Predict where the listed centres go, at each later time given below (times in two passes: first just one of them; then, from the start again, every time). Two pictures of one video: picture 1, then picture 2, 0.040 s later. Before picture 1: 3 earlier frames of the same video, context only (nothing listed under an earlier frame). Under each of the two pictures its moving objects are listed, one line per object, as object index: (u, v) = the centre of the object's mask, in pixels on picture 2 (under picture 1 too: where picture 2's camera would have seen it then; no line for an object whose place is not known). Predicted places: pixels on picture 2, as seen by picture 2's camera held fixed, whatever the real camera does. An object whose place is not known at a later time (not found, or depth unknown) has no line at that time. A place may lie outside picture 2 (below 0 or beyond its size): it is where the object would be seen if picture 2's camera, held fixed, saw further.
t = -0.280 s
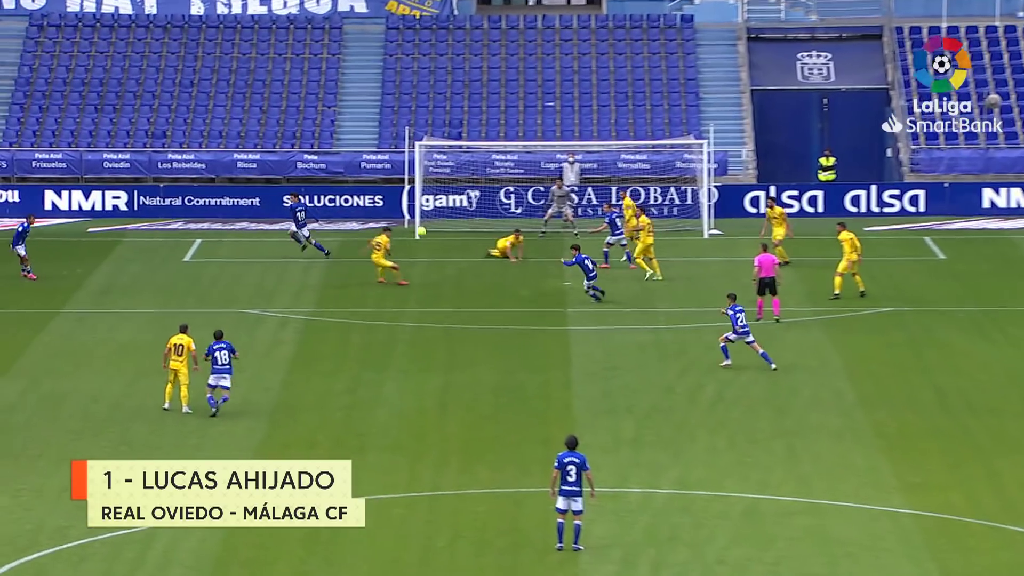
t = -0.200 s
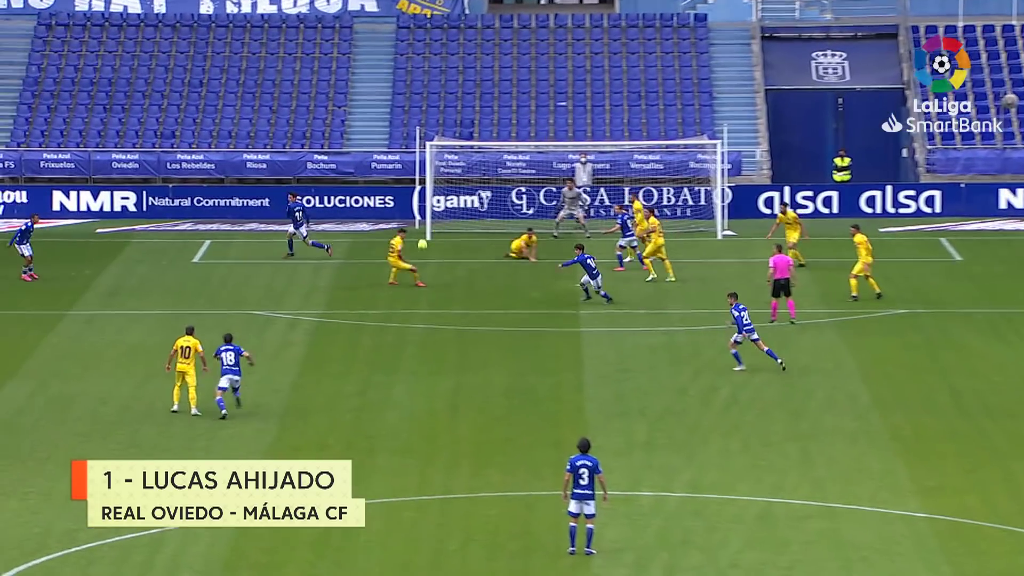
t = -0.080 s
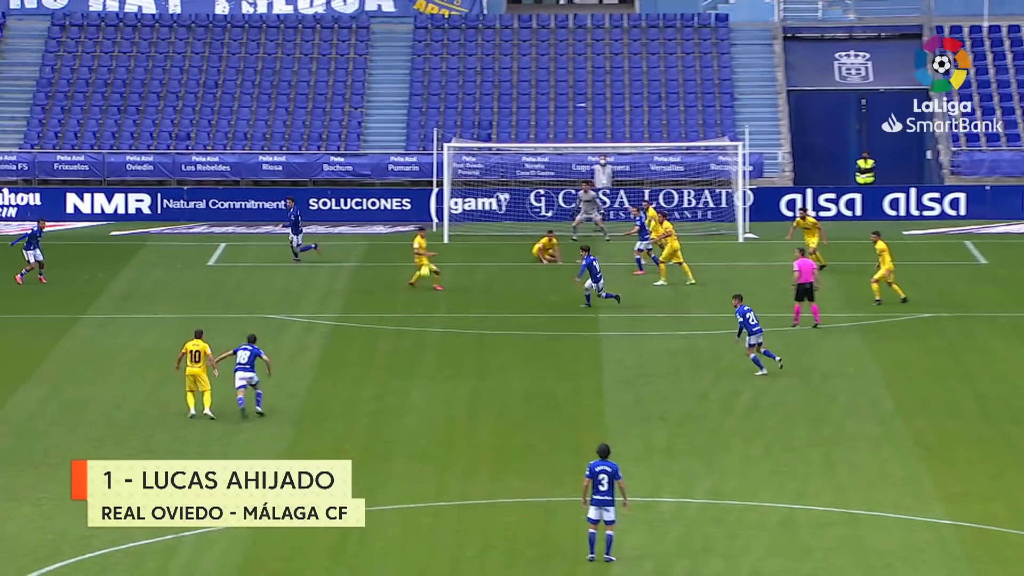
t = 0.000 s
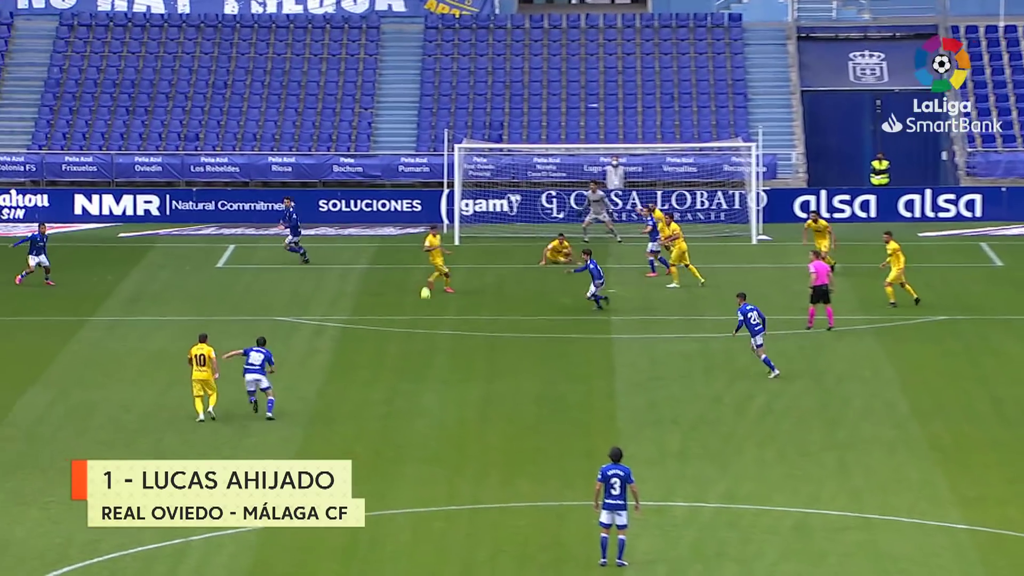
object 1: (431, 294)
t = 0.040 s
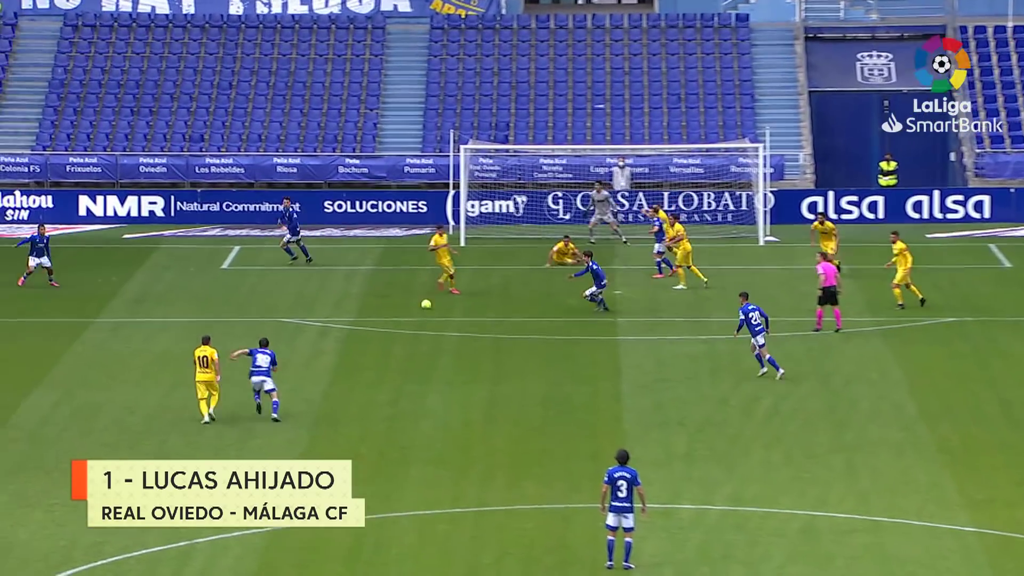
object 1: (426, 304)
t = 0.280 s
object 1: (389, 284)
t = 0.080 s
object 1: (420, 299)
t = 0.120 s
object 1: (414, 295)
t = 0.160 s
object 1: (408, 291)
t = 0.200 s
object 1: (402, 288)
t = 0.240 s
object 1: (395, 285)
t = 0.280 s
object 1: (389, 284)
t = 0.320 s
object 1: (383, 283)
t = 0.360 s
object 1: (377, 283)
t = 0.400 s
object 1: (371, 283)
